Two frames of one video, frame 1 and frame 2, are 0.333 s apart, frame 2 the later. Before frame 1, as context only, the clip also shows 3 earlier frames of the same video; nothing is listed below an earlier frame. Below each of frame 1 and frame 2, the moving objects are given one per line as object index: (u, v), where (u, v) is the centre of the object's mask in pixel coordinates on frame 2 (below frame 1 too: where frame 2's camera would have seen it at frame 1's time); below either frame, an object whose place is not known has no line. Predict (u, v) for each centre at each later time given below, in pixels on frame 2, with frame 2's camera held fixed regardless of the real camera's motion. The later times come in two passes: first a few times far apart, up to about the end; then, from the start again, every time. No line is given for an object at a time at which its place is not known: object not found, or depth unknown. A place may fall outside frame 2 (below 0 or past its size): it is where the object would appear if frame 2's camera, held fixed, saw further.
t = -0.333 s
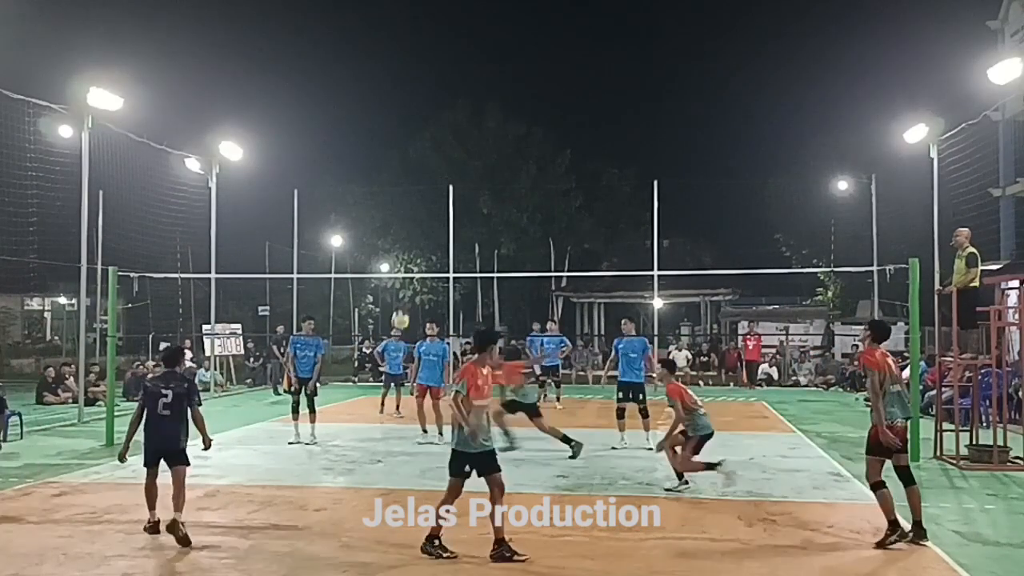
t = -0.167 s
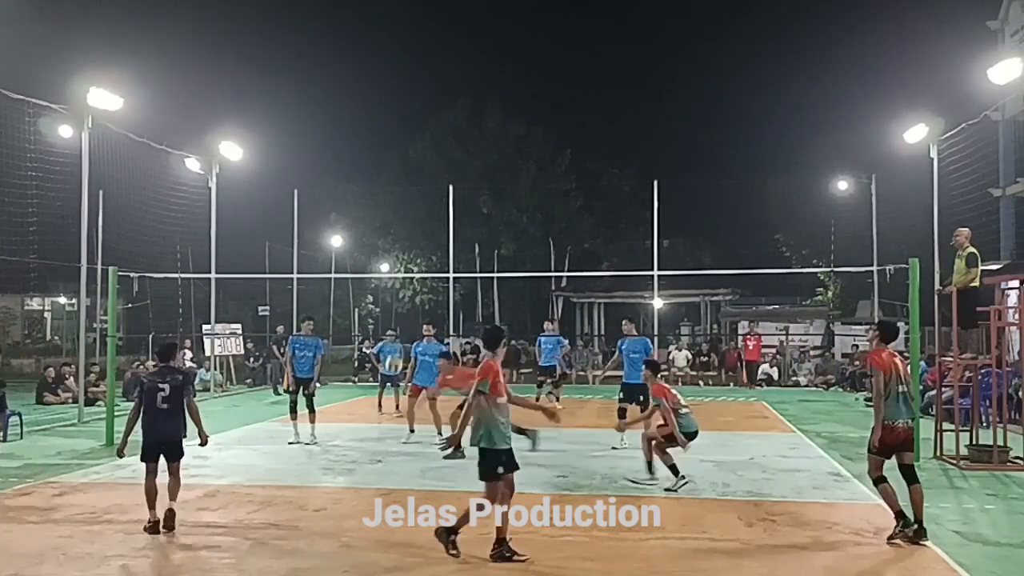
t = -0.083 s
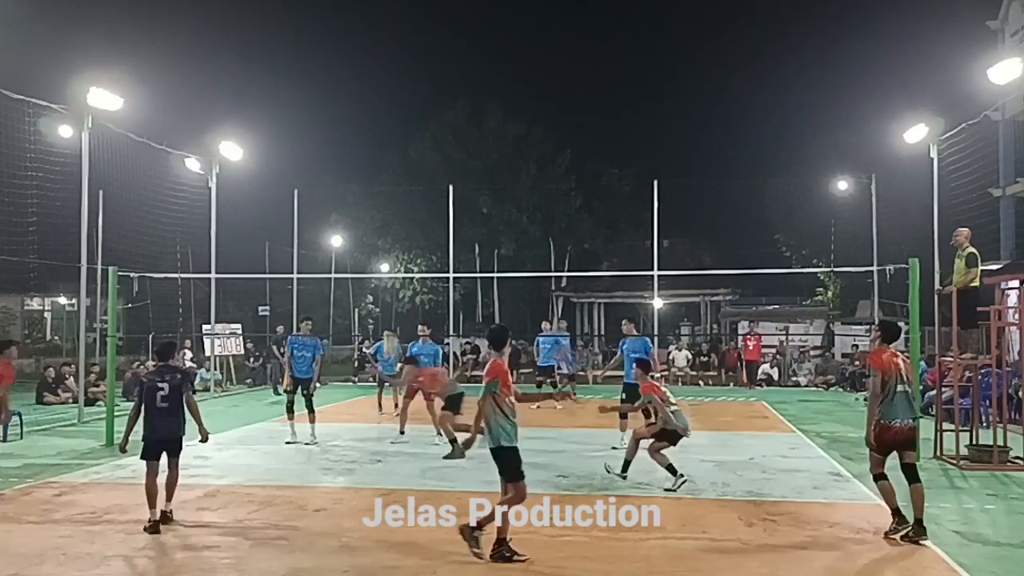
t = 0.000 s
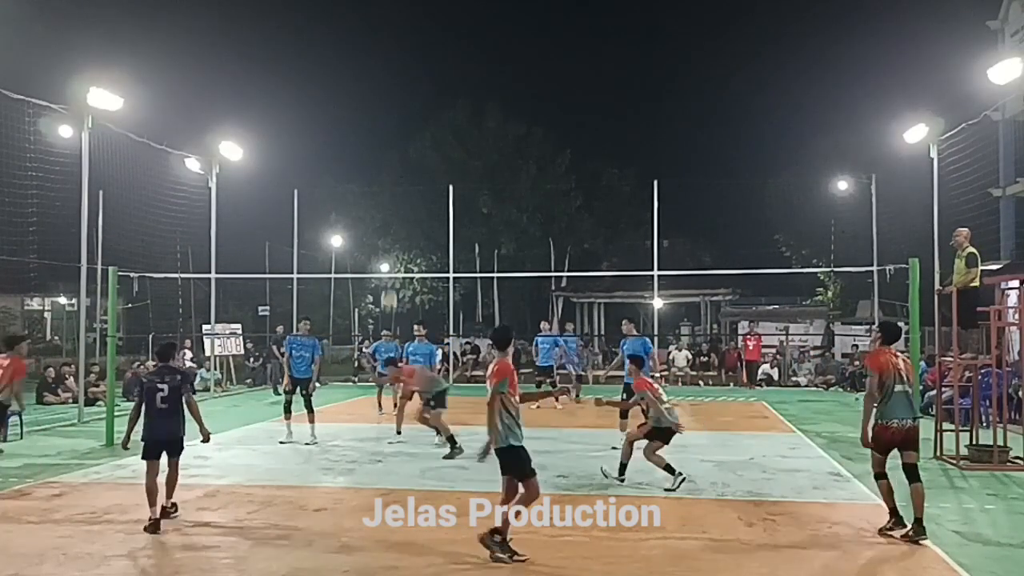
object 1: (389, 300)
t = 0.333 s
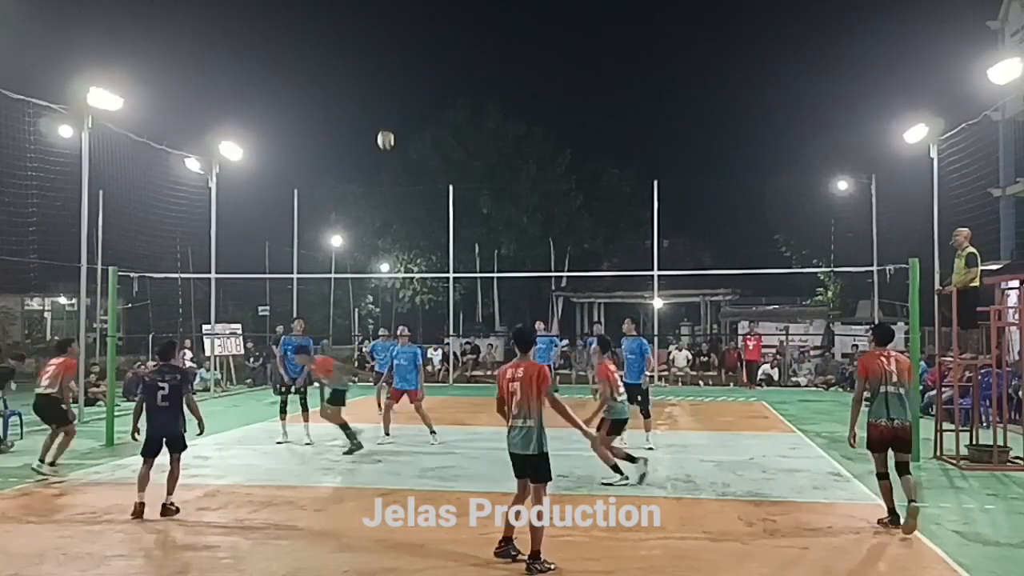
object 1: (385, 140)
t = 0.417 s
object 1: (385, 109)
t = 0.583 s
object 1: (385, 75)
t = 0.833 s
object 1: (386, 61)
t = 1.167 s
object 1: (386, 104)
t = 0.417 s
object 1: (385, 109)
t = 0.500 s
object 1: (385, 93)
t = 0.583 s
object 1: (385, 75)
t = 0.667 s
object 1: (385, 67)
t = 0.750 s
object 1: (386, 61)
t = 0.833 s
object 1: (386, 61)
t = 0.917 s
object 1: (386, 66)
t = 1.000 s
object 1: (386, 74)
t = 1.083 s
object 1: (386, 91)
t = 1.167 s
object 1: (386, 104)
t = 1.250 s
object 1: (386, 132)
